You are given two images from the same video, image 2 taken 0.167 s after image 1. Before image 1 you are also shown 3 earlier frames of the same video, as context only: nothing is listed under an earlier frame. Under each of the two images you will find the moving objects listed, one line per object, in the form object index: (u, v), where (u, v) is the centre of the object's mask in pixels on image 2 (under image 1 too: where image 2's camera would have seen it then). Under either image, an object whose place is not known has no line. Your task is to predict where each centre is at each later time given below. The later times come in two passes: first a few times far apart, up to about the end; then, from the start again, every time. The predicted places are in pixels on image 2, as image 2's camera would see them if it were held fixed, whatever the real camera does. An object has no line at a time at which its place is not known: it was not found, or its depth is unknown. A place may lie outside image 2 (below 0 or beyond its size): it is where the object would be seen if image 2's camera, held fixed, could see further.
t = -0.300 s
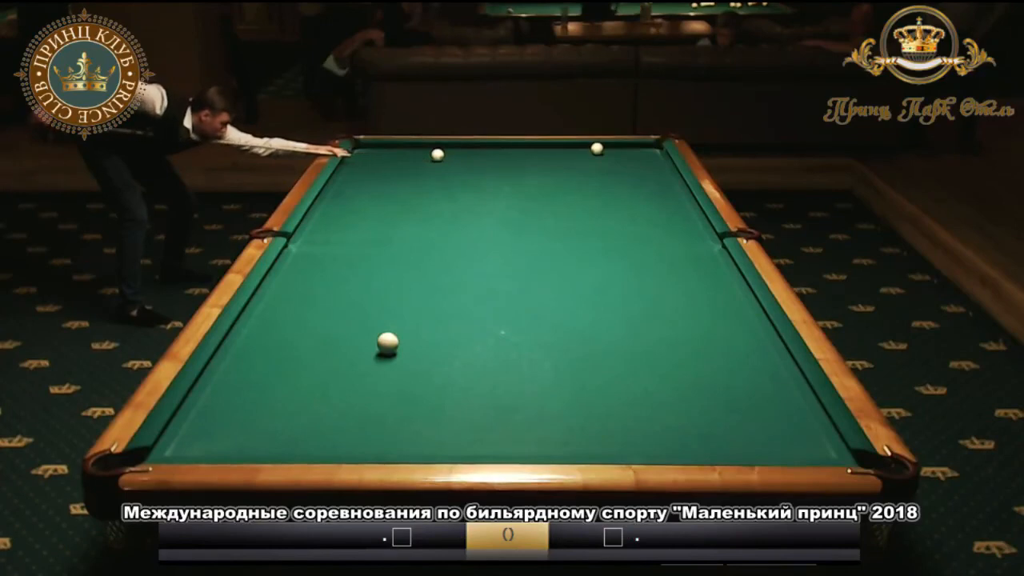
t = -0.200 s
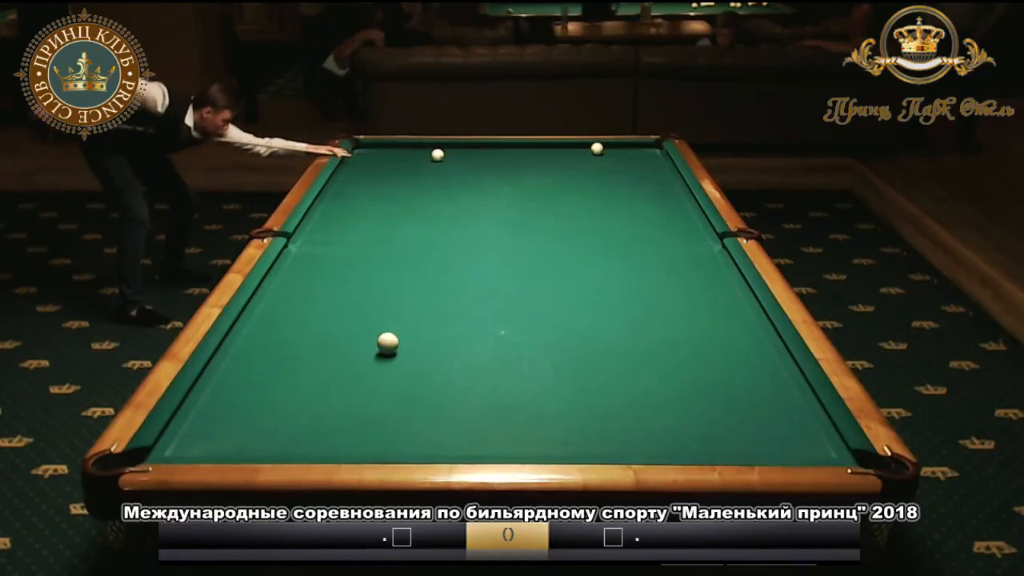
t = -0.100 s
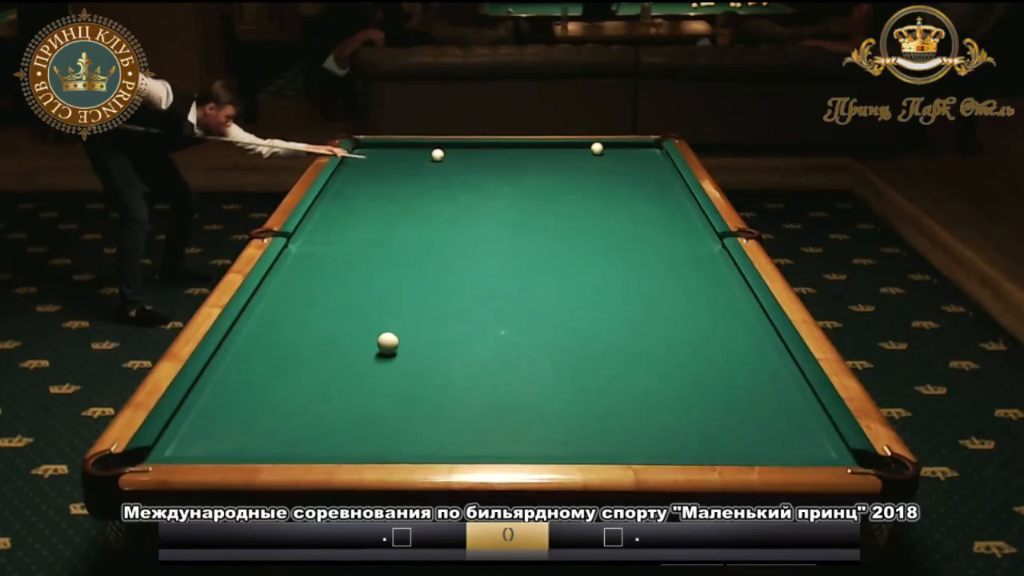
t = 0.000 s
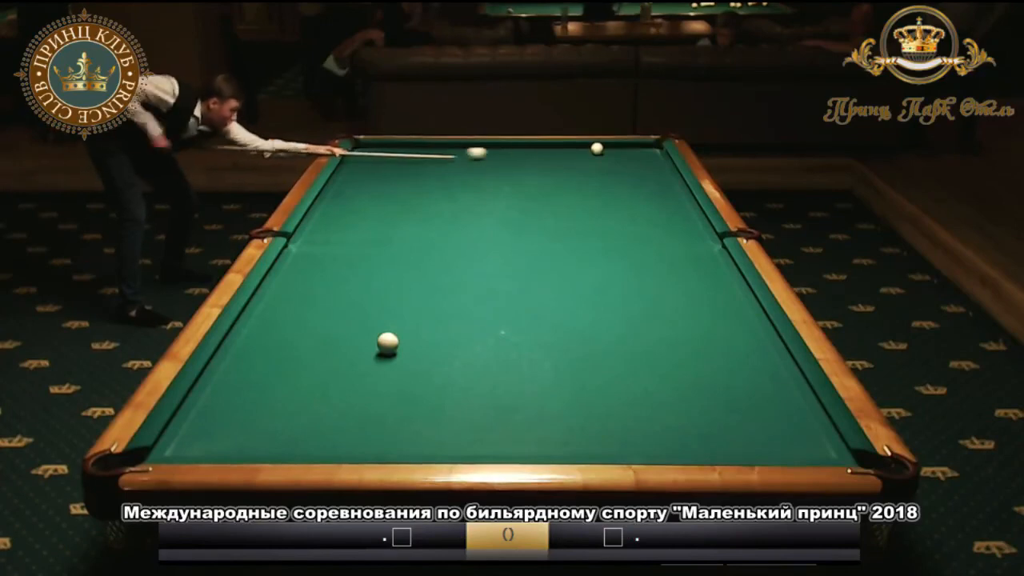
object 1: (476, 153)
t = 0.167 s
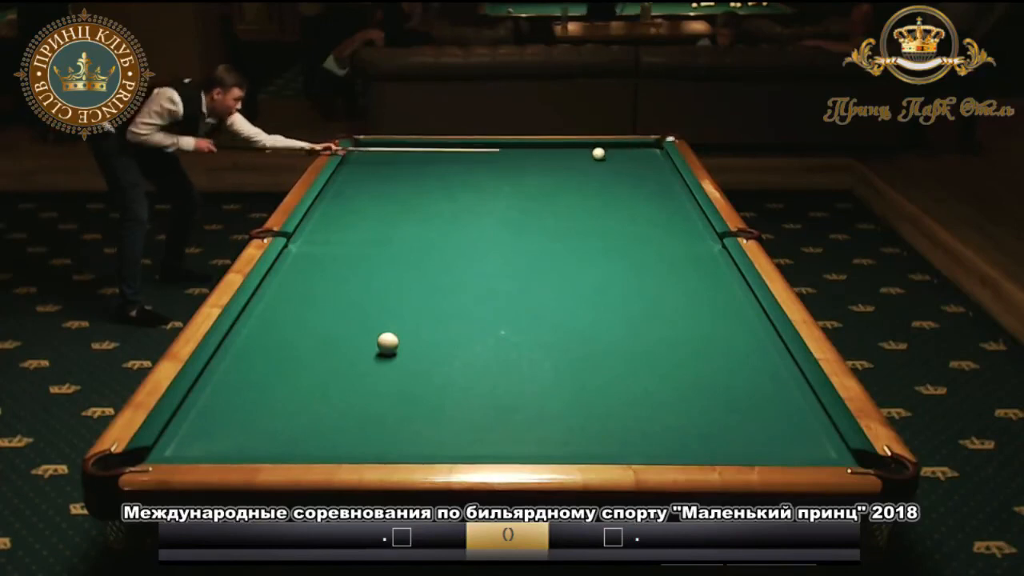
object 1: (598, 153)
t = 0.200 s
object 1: (603, 155)
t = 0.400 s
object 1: (619, 164)
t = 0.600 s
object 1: (622, 172)
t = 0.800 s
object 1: (624, 181)
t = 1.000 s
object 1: (627, 190)
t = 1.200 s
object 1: (630, 200)
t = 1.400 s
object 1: (632, 209)
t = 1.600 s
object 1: (635, 219)
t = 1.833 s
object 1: (639, 232)
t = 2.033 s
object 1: (642, 243)
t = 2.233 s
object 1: (645, 255)
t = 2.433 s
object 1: (648, 267)
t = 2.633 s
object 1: (652, 280)
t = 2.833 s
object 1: (655, 294)
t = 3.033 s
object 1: (659, 308)
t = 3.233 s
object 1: (663, 323)
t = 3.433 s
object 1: (667, 339)
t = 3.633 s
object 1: (671, 356)
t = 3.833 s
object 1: (675, 373)
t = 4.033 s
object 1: (680, 391)
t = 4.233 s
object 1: (685, 411)
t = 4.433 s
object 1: (690, 431)
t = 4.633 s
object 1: (695, 448)
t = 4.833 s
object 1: (689, 441)
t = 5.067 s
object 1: (683, 426)
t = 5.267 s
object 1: (679, 416)
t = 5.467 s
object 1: (674, 407)
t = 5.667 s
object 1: (669, 398)
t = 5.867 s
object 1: (665, 390)
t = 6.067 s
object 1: (661, 383)
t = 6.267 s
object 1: (657, 377)
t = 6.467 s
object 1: (654, 371)
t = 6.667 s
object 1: (650, 366)
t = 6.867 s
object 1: (647, 361)
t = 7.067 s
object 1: (645, 358)
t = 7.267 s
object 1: (643, 354)
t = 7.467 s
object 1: (641, 351)
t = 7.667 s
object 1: (640, 349)
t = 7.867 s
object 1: (639, 347)
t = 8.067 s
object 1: (638, 345)
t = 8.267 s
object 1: (638, 344)
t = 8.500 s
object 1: (637, 343)
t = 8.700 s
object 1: (637, 343)
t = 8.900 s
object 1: (637, 343)
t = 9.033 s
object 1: (637, 343)
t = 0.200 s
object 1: (603, 155)
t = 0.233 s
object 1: (607, 157)
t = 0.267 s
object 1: (610, 158)
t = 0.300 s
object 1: (613, 160)
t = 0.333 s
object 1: (615, 161)
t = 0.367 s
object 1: (617, 162)
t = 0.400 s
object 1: (619, 164)
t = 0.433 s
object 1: (619, 165)
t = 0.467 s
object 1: (620, 167)
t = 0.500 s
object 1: (620, 168)
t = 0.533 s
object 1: (621, 169)
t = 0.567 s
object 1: (621, 171)
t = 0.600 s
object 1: (622, 172)
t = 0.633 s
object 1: (622, 174)
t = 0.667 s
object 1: (622, 175)
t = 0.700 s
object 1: (623, 177)
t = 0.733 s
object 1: (623, 178)
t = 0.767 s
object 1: (624, 180)
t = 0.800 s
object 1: (624, 181)
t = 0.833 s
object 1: (625, 182)
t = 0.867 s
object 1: (625, 184)
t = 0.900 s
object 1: (626, 186)
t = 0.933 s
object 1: (626, 187)
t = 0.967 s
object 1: (626, 189)
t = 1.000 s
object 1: (627, 190)
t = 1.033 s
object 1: (627, 192)
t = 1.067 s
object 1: (628, 193)
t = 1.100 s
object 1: (628, 195)
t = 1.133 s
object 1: (628, 196)
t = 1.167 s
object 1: (629, 198)
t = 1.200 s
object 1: (630, 200)
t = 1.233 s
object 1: (630, 201)
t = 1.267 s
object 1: (630, 203)
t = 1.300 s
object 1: (631, 204)
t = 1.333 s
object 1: (631, 206)
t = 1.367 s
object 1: (632, 208)
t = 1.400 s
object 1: (632, 209)
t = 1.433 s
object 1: (633, 211)
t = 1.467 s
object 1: (633, 213)
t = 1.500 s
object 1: (633, 214)
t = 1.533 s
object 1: (634, 216)
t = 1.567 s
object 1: (635, 218)
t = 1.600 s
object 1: (635, 219)
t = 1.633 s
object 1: (636, 221)
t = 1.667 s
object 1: (636, 223)
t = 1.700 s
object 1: (637, 225)
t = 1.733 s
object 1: (637, 227)
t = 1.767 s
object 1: (638, 229)
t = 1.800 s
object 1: (638, 230)
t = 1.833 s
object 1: (639, 232)
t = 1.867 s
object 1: (639, 234)
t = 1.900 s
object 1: (640, 236)
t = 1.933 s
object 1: (640, 238)
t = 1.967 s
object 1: (641, 240)
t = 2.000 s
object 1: (641, 242)
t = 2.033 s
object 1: (642, 243)
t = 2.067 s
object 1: (642, 245)
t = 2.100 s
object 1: (643, 247)
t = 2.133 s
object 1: (643, 249)
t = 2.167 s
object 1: (644, 251)
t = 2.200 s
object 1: (644, 253)
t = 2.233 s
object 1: (645, 255)
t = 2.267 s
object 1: (646, 257)
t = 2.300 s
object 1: (646, 259)
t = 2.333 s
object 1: (647, 261)
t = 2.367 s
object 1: (647, 263)
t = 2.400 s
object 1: (648, 265)
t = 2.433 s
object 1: (648, 267)
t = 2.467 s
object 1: (649, 270)
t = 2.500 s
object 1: (649, 272)
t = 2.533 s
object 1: (650, 274)
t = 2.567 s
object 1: (651, 276)
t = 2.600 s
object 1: (651, 278)
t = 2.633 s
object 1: (652, 280)
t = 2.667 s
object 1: (652, 283)
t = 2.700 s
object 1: (653, 285)
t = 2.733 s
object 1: (653, 287)
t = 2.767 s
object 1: (654, 289)
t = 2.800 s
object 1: (654, 292)
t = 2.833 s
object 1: (655, 294)
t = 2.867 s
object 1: (656, 297)
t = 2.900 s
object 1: (656, 299)
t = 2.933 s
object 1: (657, 301)
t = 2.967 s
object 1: (658, 303)
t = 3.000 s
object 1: (658, 306)
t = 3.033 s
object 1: (659, 308)
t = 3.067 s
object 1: (659, 310)
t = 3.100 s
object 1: (660, 313)
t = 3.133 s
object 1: (661, 315)
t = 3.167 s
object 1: (661, 318)
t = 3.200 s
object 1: (662, 321)
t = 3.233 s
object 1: (663, 323)
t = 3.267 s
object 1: (663, 325)
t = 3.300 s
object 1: (664, 328)
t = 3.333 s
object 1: (665, 331)
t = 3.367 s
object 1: (665, 333)
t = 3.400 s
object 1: (666, 336)
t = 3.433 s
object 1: (667, 339)
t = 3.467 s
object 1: (667, 341)
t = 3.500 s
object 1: (668, 344)
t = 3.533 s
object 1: (669, 347)
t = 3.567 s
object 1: (669, 350)
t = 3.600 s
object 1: (670, 353)
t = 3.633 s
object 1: (671, 356)
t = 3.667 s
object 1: (672, 358)
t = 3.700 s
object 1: (672, 361)
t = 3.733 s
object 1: (673, 363)
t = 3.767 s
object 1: (674, 367)
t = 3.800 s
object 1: (674, 370)
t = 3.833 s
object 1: (675, 373)
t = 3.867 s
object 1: (676, 376)
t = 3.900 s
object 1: (677, 379)
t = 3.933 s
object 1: (678, 382)
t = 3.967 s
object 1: (678, 385)
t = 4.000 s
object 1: (679, 388)
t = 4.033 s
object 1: (680, 391)
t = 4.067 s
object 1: (681, 394)
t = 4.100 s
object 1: (681, 398)
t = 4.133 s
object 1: (682, 401)
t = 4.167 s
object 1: (683, 405)
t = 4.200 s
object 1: (684, 407)
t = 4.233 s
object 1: (685, 411)
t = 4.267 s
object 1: (686, 414)
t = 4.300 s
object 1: (687, 418)
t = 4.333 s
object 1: (688, 421)
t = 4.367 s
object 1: (688, 425)
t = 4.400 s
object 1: (689, 429)
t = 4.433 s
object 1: (690, 431)
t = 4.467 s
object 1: (691, 435)
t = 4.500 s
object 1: (692, 438)
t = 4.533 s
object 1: (692, 442)
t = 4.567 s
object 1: (693, 444)
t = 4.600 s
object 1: (694, 446)
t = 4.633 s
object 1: (695, 448)
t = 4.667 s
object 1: (694, 446)
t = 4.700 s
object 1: (693, 445)
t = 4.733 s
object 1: (692, 444)
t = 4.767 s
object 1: (691, 443)
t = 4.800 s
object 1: (690, 442)
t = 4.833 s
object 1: (689, 441)
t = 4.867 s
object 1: (688, 438)
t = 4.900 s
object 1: (688, 436)
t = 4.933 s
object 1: (687, 434)
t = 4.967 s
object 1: (686, 432)
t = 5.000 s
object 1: (685, 430)
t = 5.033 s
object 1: (684, 428)
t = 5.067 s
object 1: (683, 426)
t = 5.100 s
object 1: (683, 424)
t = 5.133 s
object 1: (682, 423)
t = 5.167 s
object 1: (681, 421)
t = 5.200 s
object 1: (680, 419)
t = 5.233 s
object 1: (680, 418)
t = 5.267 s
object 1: (679, 416)
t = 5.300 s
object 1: (678, 414)
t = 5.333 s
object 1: (677, 413)
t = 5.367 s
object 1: (676, 411)
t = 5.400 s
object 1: (676, 410)
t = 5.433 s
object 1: (675, 408)
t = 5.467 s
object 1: (674, 407)
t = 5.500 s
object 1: (673, 405)
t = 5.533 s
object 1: (672, 404)
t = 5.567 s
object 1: (672, 402)
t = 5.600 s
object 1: (671, 401)
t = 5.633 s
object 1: (670, 399)
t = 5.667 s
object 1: (669, 398)
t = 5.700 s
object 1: (669, 397)
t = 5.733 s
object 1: (668, 395)
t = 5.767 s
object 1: (667, 394)
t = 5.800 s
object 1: (667, 392)
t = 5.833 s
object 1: (666, 391)
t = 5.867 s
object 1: (665, 390)
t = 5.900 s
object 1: (665, 388)
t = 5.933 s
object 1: (664, 387)
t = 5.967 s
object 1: (663, 386)
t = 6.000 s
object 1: (662, 385)
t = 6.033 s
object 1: (662, 384)
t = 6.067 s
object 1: (661, 383)
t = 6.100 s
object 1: (661, 382)
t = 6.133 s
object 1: (660, 381)
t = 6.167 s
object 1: (659, 380)
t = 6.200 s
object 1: (659, 378)
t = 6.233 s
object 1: (658, 377)
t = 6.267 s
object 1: (657, 377)
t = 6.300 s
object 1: (657, 376)
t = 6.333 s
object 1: (656, 374)
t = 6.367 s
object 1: (655, 374)
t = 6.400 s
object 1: (655, 372)
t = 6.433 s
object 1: (654, 372)
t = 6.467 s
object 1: (654, 371)
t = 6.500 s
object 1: (653, 370)
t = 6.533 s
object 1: (652, 369)
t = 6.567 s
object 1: (652, 369)
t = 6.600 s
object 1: (651, 367)
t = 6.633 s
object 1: (651, 366)
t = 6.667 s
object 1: (650, 366)
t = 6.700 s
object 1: (650, 365)
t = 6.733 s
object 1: (649, 364)
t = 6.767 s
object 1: (649, 364)
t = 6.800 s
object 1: (648, 363)
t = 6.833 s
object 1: (648, 362)
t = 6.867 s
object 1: (647, 361)
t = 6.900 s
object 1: (647, 361)
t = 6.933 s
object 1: (646, 360)
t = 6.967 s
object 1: (646, 359)
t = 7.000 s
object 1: (646, 359)
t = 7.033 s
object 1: (645, 358)
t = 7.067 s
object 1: (645, 358)
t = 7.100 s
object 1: (644, 357)
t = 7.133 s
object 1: (644, 356)
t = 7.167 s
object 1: (644, 356)
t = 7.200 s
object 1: (643, 355)
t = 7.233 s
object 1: (643, 355)
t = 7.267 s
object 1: (643, 354)
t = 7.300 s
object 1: (642, 354)
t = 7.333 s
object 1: (642, 353)
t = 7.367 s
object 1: (642, 352)
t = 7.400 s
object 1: (641, 352)
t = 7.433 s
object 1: (641, 351)
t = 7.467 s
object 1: (641, 351)
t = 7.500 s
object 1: (641, 350)
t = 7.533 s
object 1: (641, 350)
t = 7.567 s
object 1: (640, 350)
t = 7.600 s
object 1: (640, 349)
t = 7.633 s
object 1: (640, 349)
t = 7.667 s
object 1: (640, 349)
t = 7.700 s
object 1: (640, 348)
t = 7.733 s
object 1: (639, 348)
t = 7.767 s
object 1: (639, 347)
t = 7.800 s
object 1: (639, 347)
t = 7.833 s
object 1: (639, 347)
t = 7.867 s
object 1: (639, 347)
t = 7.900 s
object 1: (639, 346)
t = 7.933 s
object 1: (638, 346)
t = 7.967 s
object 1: (638, 346)
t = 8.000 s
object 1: (638, 345)
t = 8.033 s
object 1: (638, 345)
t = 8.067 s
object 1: (638, 345)
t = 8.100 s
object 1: (638, 345)
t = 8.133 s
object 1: (638, 345)
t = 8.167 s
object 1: (638, 345)
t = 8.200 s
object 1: (638, 345)
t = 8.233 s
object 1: (638, 345)
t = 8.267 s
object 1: (638, 344)
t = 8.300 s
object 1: (638, 344)
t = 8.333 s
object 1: (638, 344)
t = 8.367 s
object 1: (638, 344)
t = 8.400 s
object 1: (637, 344)
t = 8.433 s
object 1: (637, 344)
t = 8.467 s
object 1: (637, 343)
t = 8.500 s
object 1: (637, 343)
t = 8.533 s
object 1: (637, 343)
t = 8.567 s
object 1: (637, 343)
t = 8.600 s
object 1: (637, 343)
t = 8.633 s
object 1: (637, 343)
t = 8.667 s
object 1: (637, 343)
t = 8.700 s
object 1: (637, 343)
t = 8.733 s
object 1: (637, 343)
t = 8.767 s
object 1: (637, 343)
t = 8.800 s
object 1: (637, 343)
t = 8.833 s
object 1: (637, 343)
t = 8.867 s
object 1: (637, 343)
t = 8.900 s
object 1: (637, 343)
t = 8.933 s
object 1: (637, 343)
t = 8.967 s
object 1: (637, 343)
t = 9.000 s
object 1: (637, 343)
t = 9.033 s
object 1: (637, 343)
